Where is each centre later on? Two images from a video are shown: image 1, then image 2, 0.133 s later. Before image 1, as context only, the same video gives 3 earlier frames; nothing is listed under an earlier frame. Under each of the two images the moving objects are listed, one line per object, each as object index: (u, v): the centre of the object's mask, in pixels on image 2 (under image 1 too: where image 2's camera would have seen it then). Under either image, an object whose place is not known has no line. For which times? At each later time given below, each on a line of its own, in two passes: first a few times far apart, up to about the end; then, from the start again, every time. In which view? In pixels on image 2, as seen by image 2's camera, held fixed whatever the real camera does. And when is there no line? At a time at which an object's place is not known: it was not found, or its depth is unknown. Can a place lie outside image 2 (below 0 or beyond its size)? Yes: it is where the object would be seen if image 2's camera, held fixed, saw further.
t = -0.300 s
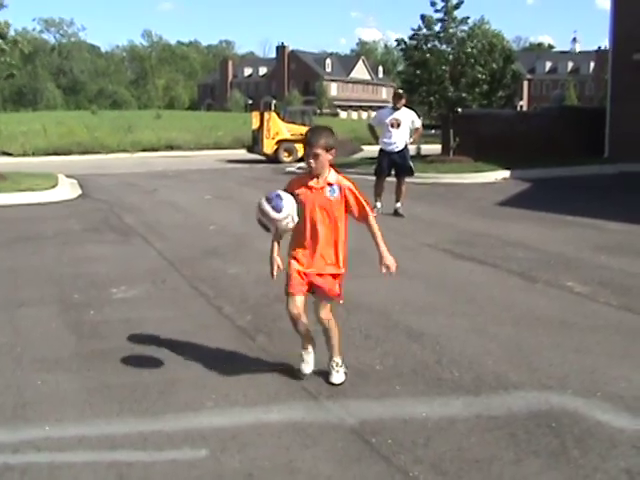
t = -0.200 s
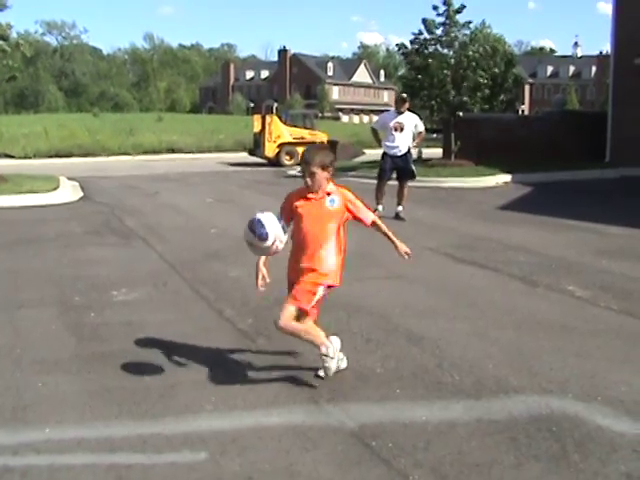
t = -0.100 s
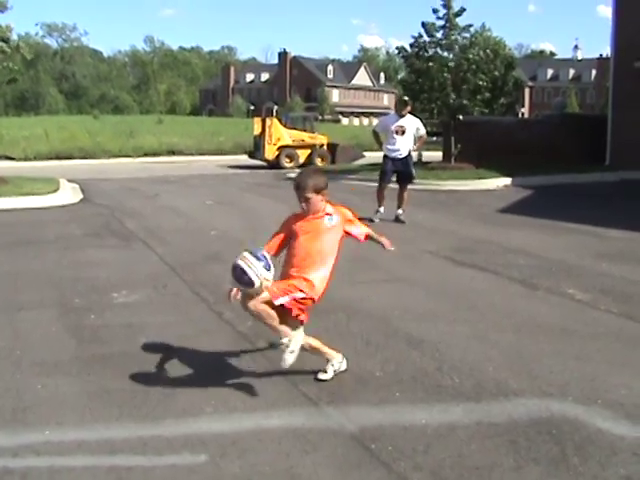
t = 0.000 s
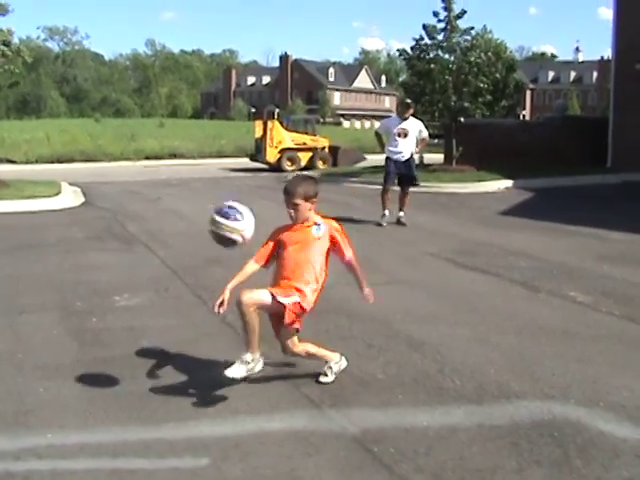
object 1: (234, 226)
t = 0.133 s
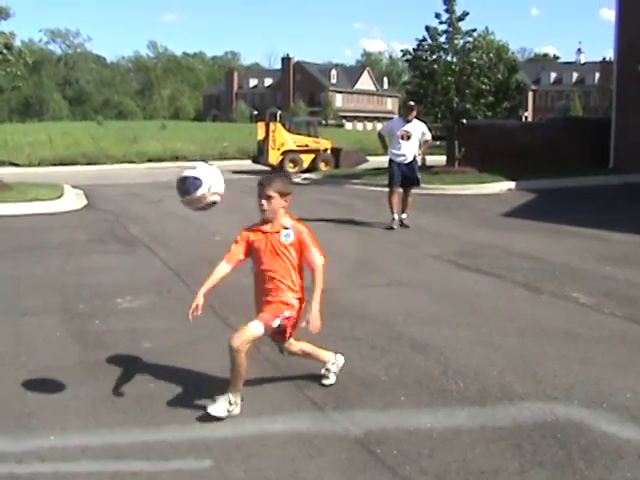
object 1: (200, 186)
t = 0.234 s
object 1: (173, 179)
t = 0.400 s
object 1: (124, 225)
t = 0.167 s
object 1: (191, 181)
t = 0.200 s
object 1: (182, 179)
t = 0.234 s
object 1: (173, 179)
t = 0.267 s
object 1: (163, 182)
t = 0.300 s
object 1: (153, 189)
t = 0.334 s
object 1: (144, 198)
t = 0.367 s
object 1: (134, 210)
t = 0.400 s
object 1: (124, 225)
